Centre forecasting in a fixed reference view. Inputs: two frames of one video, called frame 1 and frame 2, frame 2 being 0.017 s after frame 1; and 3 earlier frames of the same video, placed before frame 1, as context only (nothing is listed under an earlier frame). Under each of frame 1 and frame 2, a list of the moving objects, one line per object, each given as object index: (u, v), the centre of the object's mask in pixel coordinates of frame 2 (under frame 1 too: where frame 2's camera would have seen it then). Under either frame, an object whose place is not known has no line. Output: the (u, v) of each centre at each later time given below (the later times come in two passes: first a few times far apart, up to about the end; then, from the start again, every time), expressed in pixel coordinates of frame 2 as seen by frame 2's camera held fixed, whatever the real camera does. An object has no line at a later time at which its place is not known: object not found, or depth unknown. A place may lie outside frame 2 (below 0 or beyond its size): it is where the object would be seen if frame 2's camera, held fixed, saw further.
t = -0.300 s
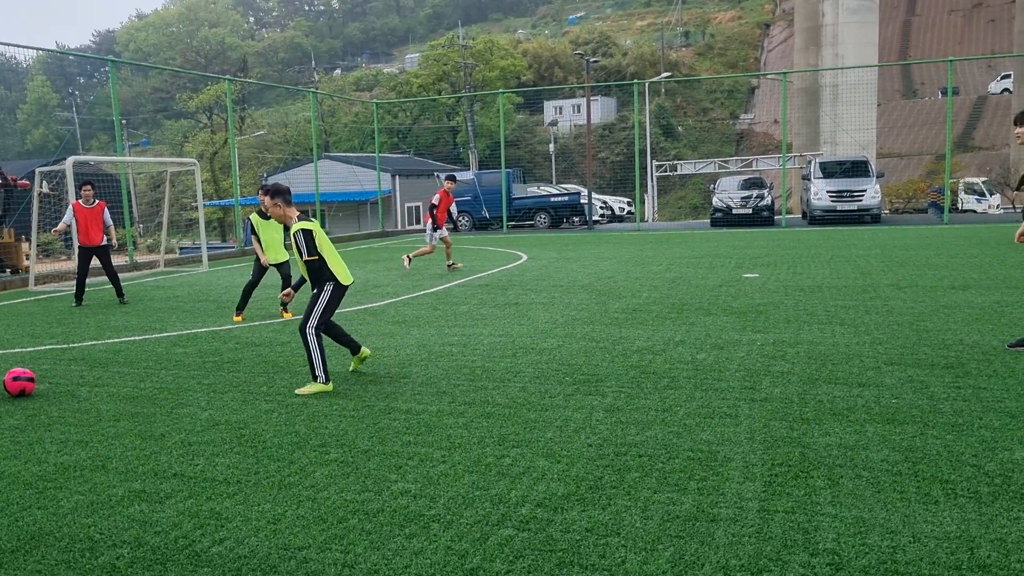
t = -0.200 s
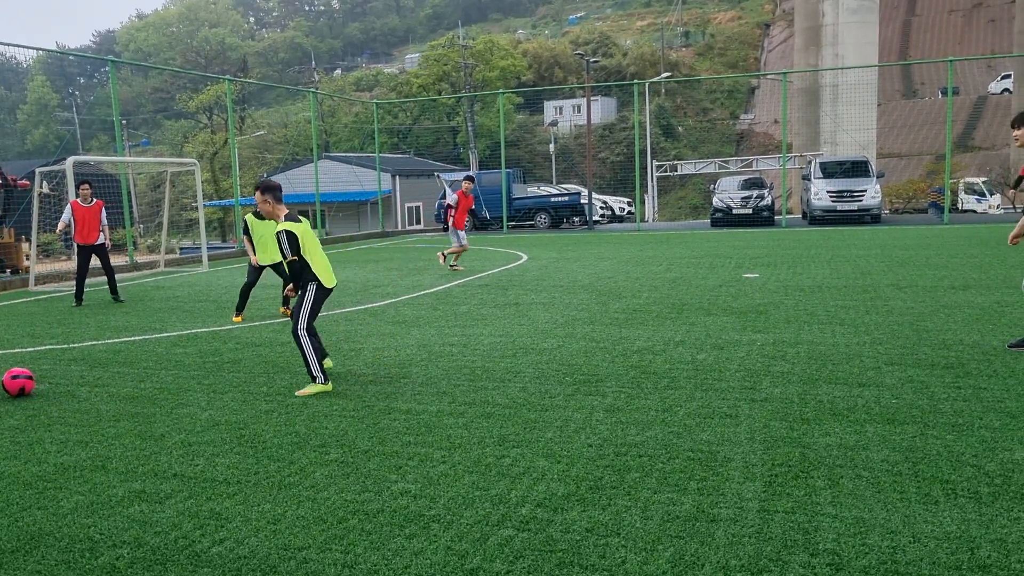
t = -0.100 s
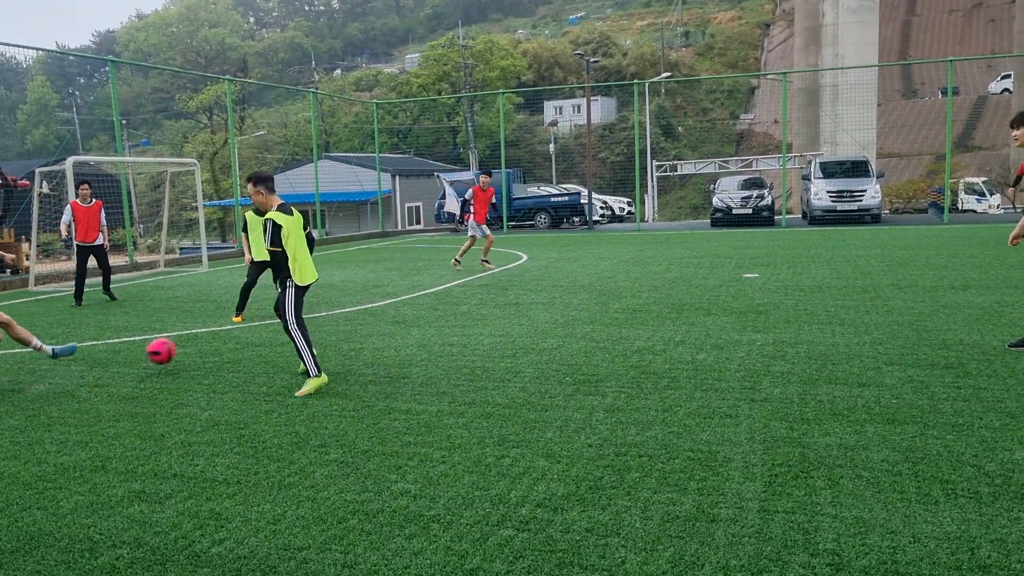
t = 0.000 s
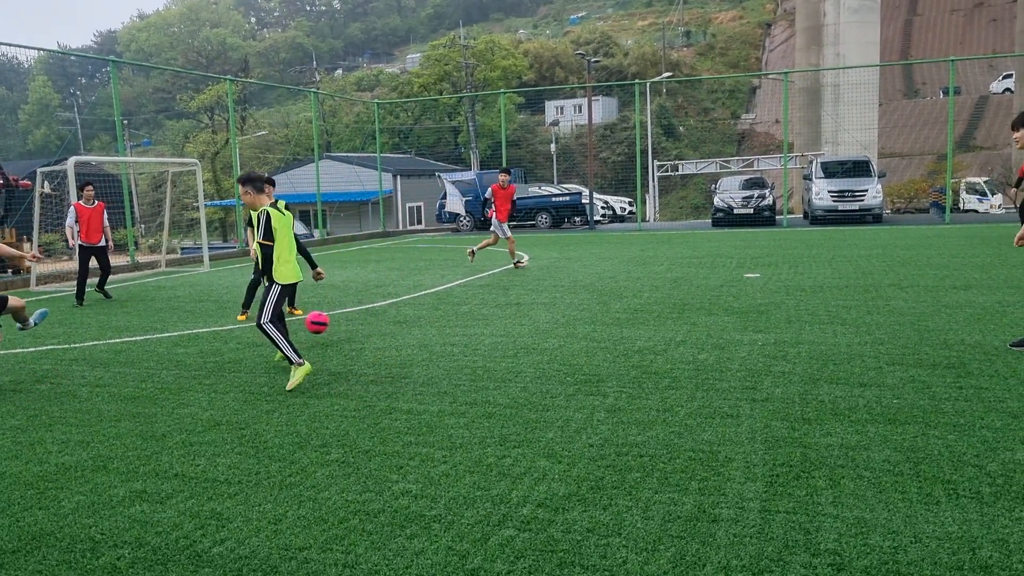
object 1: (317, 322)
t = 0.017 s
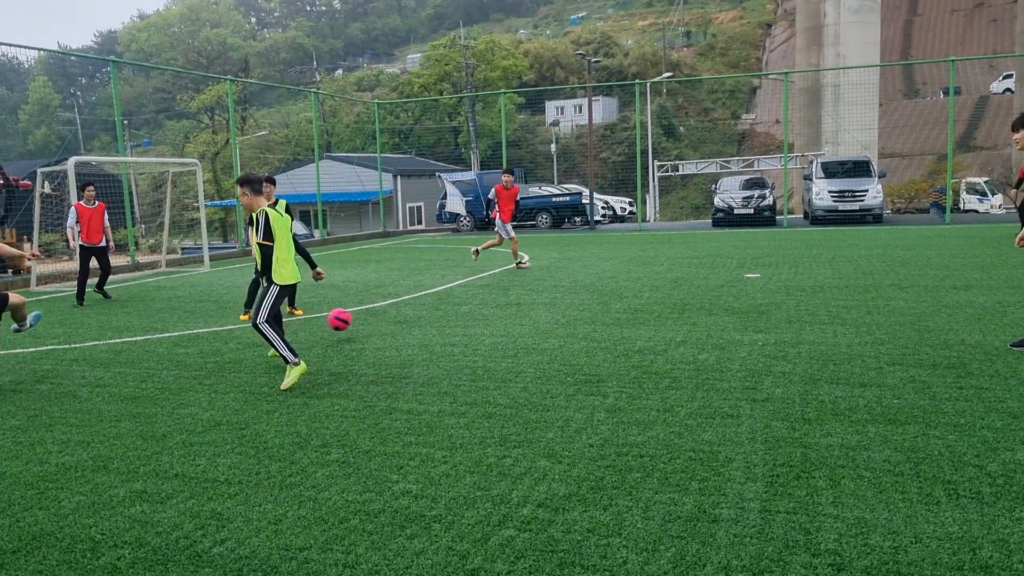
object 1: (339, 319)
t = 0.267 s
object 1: (584, 281)
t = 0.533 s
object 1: (738, 258)
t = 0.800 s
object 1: (838, 247)
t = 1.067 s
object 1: (907, 233)
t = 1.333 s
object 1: (955, 227)
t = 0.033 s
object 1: (361, 317)
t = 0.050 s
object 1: (382, 315)
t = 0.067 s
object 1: (402, 313)
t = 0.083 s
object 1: (421, 312)
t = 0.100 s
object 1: (440, 311)
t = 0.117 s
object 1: (457, 310)
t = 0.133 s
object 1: (474, 306)
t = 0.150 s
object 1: (488, 301)
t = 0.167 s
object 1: (503, 298)
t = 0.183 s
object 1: (518, 294)
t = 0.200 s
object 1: (532, 291)
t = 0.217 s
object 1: (545, 288)
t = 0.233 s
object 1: (558, 285)
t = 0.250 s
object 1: (571, 283)
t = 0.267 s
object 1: (584, 281)
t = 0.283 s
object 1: (596, 279)
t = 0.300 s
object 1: (608, 278)
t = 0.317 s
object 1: (620, 277)
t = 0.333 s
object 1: (631, 276)
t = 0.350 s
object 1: (642, 276)
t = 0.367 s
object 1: (652, 276)
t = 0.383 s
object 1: (663, 276)
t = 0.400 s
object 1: (672, 273)
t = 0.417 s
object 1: (681, 270)
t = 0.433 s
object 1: (690, 267)
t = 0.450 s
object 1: (698, 265)
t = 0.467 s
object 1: (707, 263)
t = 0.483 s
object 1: (715, 261)
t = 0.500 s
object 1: (723, 260)
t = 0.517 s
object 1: (731, 259)
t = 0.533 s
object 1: (738, 258)
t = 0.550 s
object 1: (746, 257)
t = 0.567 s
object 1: (753, 257)
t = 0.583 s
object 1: (760, 257)
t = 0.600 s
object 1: (767, 257)
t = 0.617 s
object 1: (774, 257)
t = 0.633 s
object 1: (781, 257)
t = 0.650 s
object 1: (787, 256)
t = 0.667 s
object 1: (793, 254)
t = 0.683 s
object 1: (799, 253)
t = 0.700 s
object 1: (805, 251)
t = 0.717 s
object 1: (811, 250)
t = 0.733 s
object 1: (816, 249)
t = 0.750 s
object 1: (822, 248)
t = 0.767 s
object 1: (827, 247)
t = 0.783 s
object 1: (833, 247)
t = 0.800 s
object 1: (838, 247)
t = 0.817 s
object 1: (843, 246)
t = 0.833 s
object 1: (848, 247)
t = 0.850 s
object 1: (853, 247)
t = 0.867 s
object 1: (858, 244)
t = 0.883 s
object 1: (862, 243)
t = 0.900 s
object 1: (866, 241)
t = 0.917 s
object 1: (871, 239)
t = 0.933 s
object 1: (875, 238)
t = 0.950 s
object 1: (879, 237)
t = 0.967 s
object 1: (883, 236)
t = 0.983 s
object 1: (887, 235)
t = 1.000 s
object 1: (891, 234)
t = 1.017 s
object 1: (895, 233)
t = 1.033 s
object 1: (899, 233)
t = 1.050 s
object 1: (903, 233)
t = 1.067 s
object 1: (907, 233)
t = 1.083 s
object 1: (910, 234)
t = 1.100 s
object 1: (914, 234)
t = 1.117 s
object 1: (917, 235)
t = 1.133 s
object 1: (921, 235)
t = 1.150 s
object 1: (924, 236)
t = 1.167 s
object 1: (927, 234)
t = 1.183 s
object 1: (930, 233)
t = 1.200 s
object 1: (933, 232)
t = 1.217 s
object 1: (936, 231)
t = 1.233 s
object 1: (939, 230)
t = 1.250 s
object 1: (941, 229)
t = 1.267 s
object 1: (944, 228)
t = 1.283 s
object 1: (947, 228)
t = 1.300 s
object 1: (950, 228)
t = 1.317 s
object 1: (952, 227)
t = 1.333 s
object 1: (955, 227)
